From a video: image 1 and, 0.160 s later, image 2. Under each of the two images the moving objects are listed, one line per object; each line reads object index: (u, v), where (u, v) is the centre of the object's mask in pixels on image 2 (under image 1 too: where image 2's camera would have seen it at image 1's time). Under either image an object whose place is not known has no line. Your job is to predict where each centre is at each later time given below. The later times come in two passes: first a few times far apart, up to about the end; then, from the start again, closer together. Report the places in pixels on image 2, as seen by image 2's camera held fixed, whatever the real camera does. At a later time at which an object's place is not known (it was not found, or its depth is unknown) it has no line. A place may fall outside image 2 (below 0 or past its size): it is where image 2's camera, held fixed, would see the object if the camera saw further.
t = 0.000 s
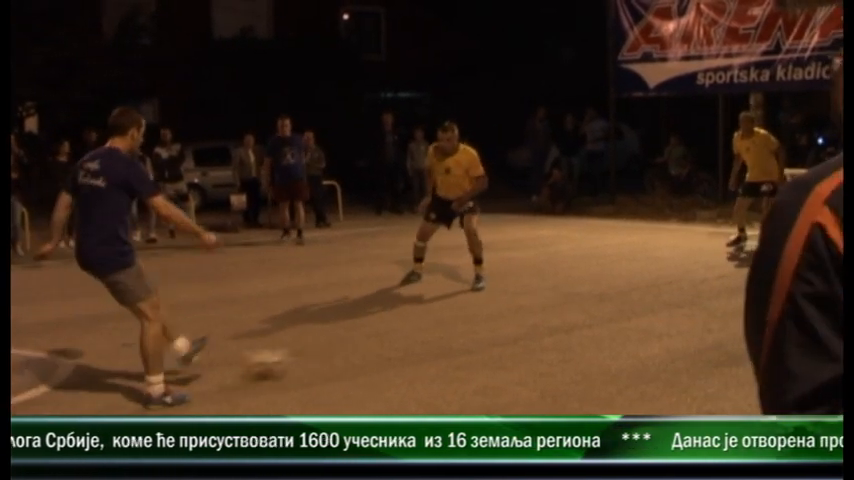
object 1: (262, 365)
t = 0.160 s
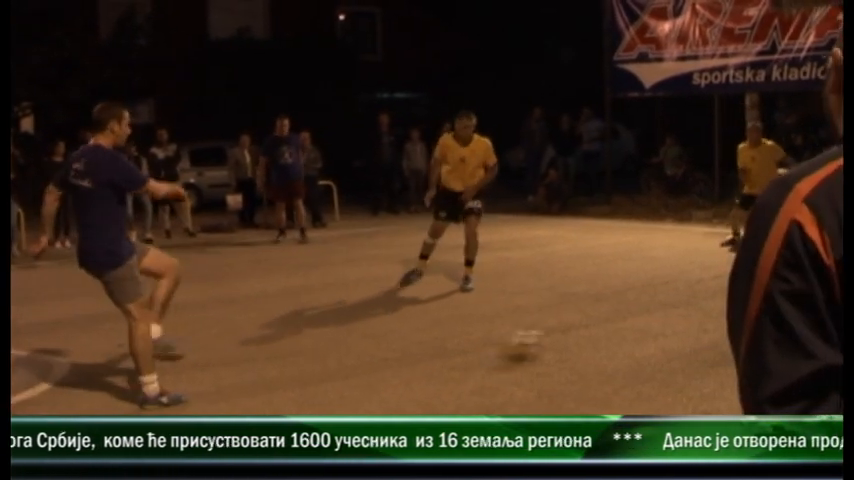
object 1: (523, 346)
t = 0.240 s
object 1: (635, 337)
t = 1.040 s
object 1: (729, 319)
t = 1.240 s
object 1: (568, 324)
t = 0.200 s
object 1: (581, 341)
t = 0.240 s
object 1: (635, 337)
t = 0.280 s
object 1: (687, 337)
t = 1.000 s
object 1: (764, 320)
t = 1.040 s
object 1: (729, 319)
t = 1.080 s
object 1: (694, 322)
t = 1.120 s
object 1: (658, 326)
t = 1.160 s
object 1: (629, 322)
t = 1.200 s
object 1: (600, 322)
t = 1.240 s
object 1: (568, 324)
